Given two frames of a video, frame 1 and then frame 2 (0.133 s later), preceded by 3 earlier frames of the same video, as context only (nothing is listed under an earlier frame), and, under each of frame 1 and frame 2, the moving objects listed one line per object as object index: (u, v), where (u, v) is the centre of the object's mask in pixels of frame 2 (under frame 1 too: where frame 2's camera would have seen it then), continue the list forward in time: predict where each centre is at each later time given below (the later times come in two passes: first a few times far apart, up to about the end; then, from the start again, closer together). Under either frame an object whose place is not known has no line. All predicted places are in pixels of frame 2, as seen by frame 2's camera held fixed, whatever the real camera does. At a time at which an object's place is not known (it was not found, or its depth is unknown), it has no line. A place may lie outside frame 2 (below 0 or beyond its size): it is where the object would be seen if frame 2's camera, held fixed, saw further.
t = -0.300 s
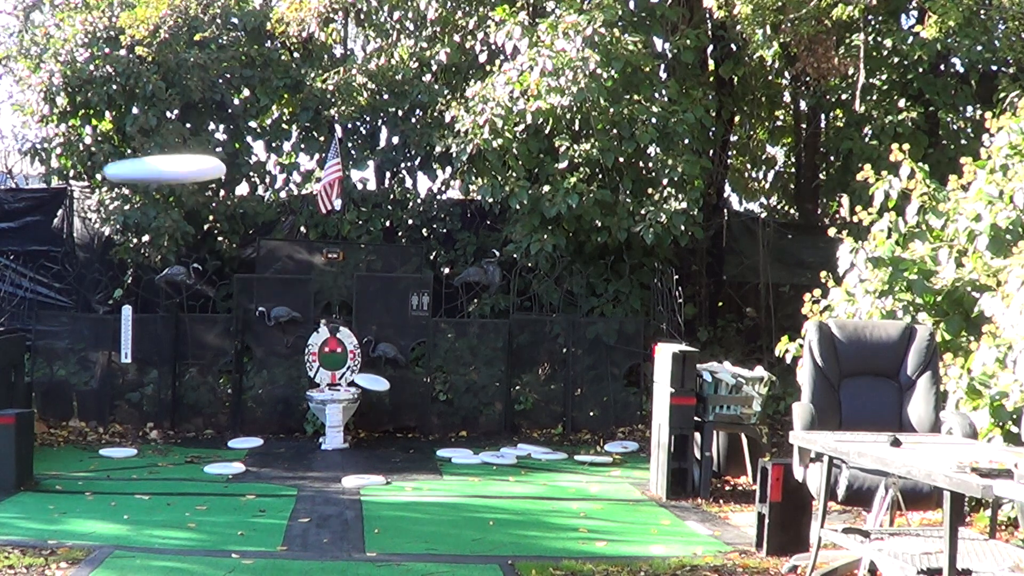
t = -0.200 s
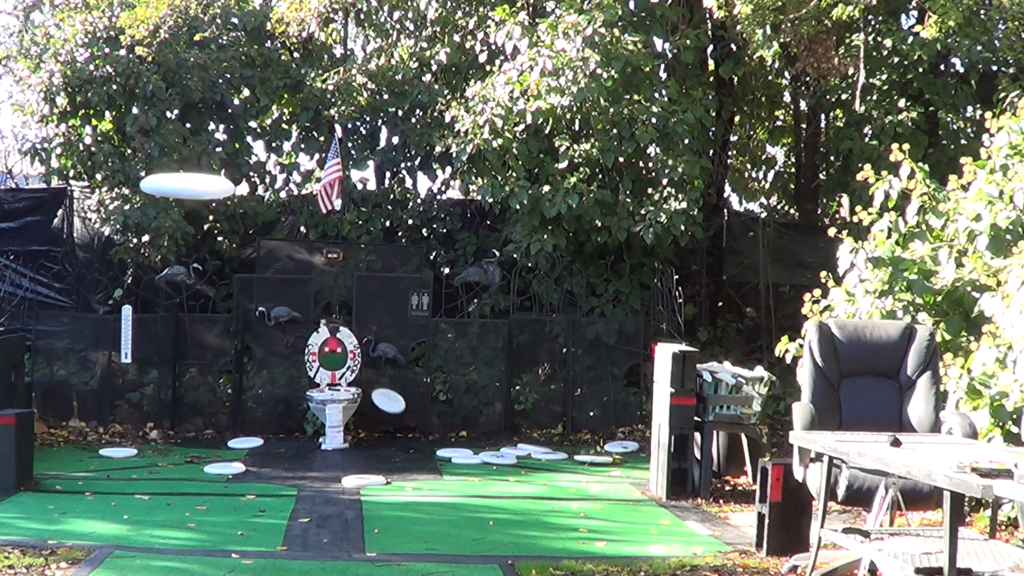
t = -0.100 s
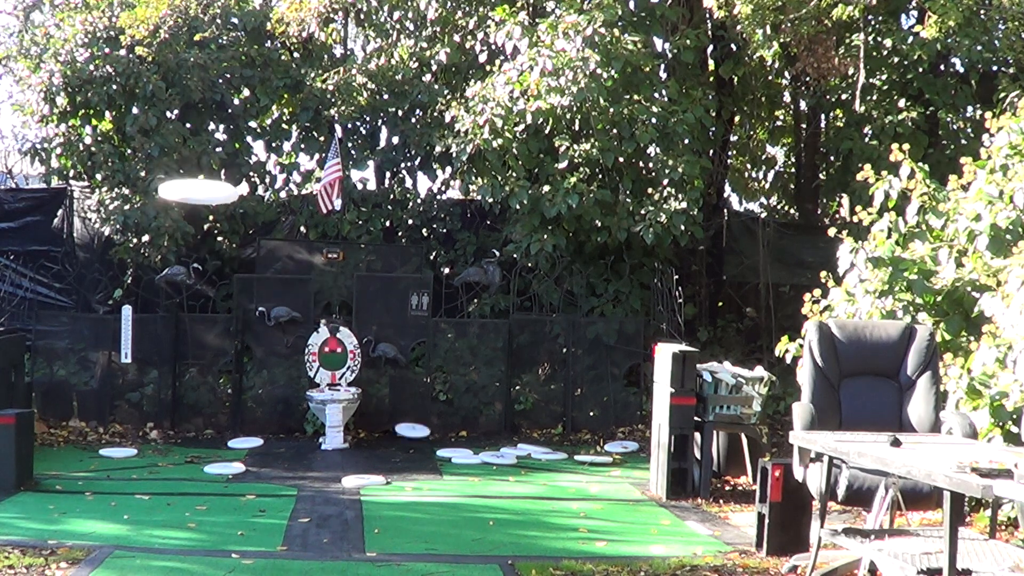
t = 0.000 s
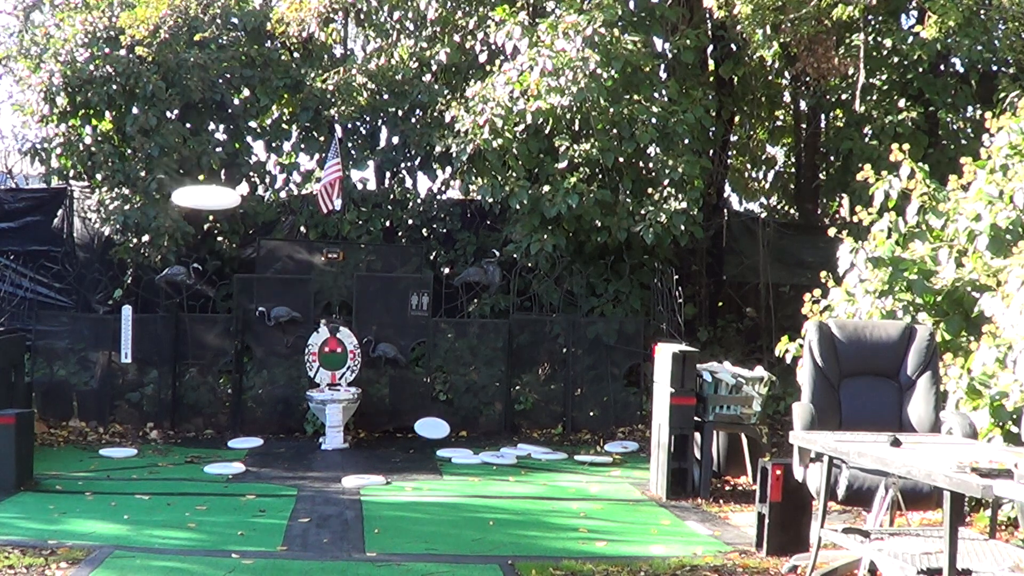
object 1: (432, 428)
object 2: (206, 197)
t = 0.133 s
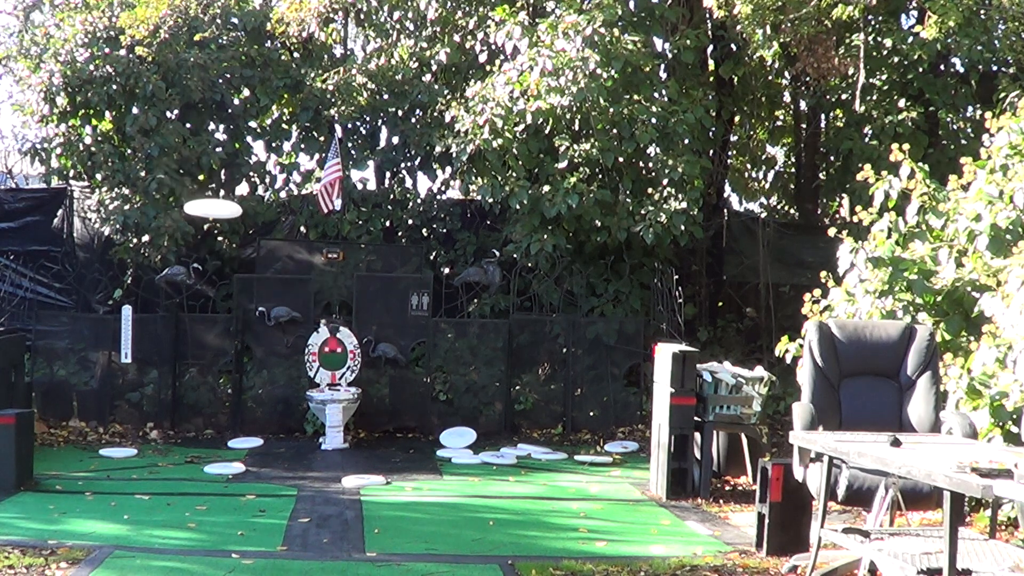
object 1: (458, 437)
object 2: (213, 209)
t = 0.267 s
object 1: (482, 444)
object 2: (218, 221)
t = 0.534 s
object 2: (229, 251)
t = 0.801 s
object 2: (247, 298)
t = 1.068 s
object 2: (271, 412)
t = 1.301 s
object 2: (285, 418)
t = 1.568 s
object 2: (292, 445)
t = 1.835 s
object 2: (291, 453)
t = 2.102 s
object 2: (290, 457)
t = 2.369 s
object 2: (290, 457)
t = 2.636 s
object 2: (290, 457)
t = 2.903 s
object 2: (290, 457)
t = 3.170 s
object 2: (290, 457)
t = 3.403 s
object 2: (290, 457)
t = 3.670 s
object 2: (290, 457)
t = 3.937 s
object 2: (290, 457)
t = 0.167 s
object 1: (464, 440)
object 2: (214, 212)
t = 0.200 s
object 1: (471, 442)
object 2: (215, 215)
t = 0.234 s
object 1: (476, 443)
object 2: (217, 218)
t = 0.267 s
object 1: (482, 444)
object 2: (218, 221)
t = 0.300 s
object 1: (488, 445)
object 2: (218, 225)
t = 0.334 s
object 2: (220, 228)
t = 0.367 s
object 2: (222, 232)
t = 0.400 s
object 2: (223, 235)
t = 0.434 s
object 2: (224, 239)
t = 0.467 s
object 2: (227, 243)
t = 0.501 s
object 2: (227, 247)
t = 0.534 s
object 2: (229, 251)
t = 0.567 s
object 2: (232, 256)
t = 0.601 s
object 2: (233, 261)
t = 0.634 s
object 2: (235, 266)
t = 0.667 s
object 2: (237, 272)
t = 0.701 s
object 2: (240, 278)
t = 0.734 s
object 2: (242, 284)
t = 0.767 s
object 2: (245, 291)
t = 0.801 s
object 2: (247, 298)
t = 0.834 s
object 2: (249, 308)
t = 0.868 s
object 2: (251, 318)
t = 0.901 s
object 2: (253, 331)
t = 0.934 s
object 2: (256, 345)
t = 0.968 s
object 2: (259, 361)
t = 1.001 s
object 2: (264, 378)
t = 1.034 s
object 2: (267, 394)
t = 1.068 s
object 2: (271, 412)
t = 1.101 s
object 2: (276, 429)
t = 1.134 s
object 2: (280, 431)
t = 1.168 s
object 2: (281, 428)
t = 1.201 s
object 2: (282, 423)
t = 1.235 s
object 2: (283, 420)
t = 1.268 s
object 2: (284, 418)
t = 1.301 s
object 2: (285, 418)
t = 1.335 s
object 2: (287, 420)
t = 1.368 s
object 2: (289, 422)
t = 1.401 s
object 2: (290, 426)
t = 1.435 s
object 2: (291, 432)
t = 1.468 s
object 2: (292, 438)
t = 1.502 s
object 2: (292, 439)
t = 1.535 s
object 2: (291, 442)
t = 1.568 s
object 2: (292, 445)
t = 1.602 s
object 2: (292, 445)
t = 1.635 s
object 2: (292, 448)
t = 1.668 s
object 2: (292, 451)
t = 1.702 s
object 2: (291, 453)
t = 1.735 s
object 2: (292, 453)
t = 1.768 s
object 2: (292, 453)
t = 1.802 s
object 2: (291, 453)
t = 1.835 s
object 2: (291, 453)
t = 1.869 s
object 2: (290, 454)
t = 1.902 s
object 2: (290, 456)
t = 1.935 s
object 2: (290, 456)
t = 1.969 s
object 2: (289, 455)
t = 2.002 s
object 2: (289, 456)
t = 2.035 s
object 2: (290, 456)
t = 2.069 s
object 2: (290, 457)
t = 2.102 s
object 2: (290, 457)
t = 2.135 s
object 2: (290, 457)
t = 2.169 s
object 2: (290, 457)
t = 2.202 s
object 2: (290, 457)
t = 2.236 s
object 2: (290, 457)
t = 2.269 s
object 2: (290, 457)
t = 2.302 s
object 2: (290, 457)
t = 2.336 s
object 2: (290, 457)
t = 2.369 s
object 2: (290, 457)
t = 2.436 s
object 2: (290, 457)
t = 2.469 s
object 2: (290, 457)
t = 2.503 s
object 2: (290, 457)
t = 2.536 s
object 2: (290, 457)
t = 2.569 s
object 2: (290, 457)
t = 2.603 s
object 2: (290, 457)
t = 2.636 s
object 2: (290, 457)
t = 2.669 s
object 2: (290, 457)
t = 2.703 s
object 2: (290, 457)
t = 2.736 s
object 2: (290, 457)
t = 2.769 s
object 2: (290, 457)
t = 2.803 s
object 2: (290, 457)
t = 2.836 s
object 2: (290, 457)
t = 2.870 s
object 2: (290, 457)
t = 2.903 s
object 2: (290, 457)
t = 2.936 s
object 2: (290, 457)
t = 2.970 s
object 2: (290, 457)
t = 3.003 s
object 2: (290, 457)
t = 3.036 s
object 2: (290, 457)
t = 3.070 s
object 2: (290, 457)
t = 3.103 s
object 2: (290, 457)
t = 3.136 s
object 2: (290, 457)
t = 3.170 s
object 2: (290, 457)
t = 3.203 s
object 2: (290, 457)
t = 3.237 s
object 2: (290, 457)
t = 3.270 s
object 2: (290, 457)
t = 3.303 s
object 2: (290, 457)
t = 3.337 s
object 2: (290, 457)
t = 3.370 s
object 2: (290, 457)
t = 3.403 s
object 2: (290, 457)
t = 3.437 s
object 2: (290, 457)
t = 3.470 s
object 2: (290, 457)
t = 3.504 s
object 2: (290, 457)
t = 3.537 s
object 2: (290, 457)
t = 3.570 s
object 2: (290, 457)
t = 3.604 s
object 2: (290, 457)
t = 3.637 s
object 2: (290, 457)
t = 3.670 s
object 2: (290, 457)
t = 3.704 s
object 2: (290, 457)
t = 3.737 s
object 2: (290, 457)
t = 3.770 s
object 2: (290, 457)
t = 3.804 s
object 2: (290, 457)
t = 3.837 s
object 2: (290, 457)
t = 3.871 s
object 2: (290, 457)
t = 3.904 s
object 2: (290, 457)
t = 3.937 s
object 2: (290, 457)
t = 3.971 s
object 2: (290, 457)
